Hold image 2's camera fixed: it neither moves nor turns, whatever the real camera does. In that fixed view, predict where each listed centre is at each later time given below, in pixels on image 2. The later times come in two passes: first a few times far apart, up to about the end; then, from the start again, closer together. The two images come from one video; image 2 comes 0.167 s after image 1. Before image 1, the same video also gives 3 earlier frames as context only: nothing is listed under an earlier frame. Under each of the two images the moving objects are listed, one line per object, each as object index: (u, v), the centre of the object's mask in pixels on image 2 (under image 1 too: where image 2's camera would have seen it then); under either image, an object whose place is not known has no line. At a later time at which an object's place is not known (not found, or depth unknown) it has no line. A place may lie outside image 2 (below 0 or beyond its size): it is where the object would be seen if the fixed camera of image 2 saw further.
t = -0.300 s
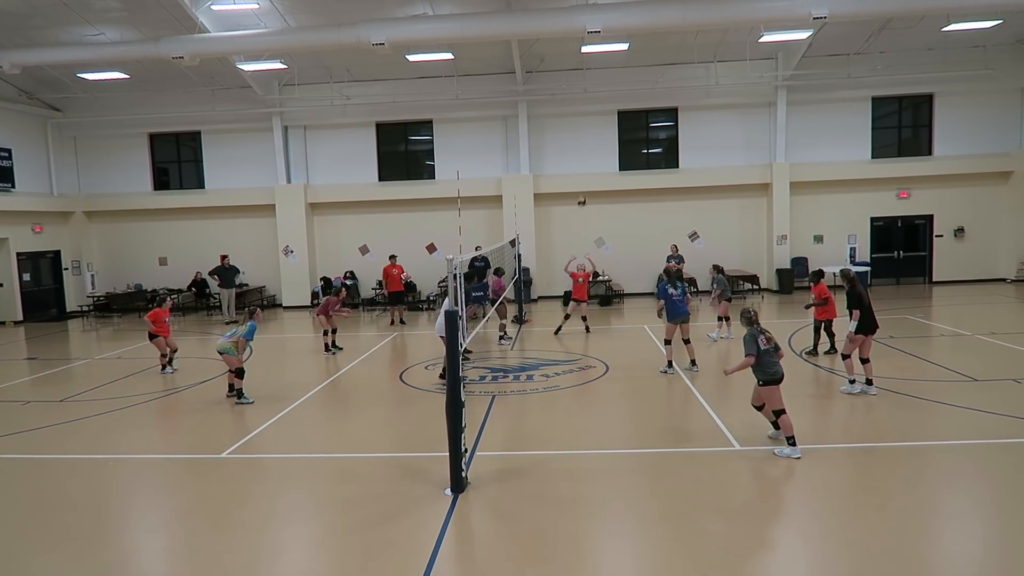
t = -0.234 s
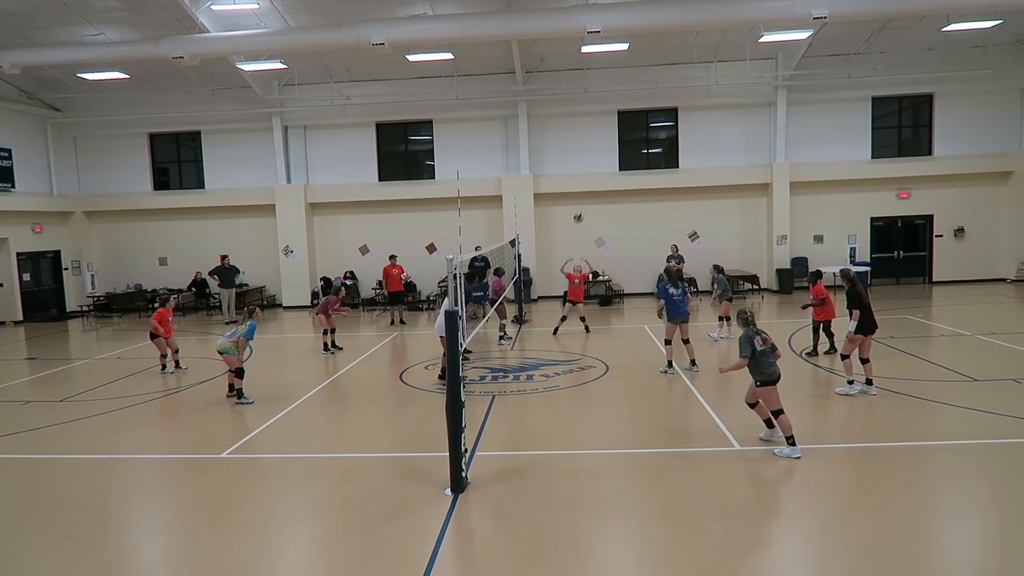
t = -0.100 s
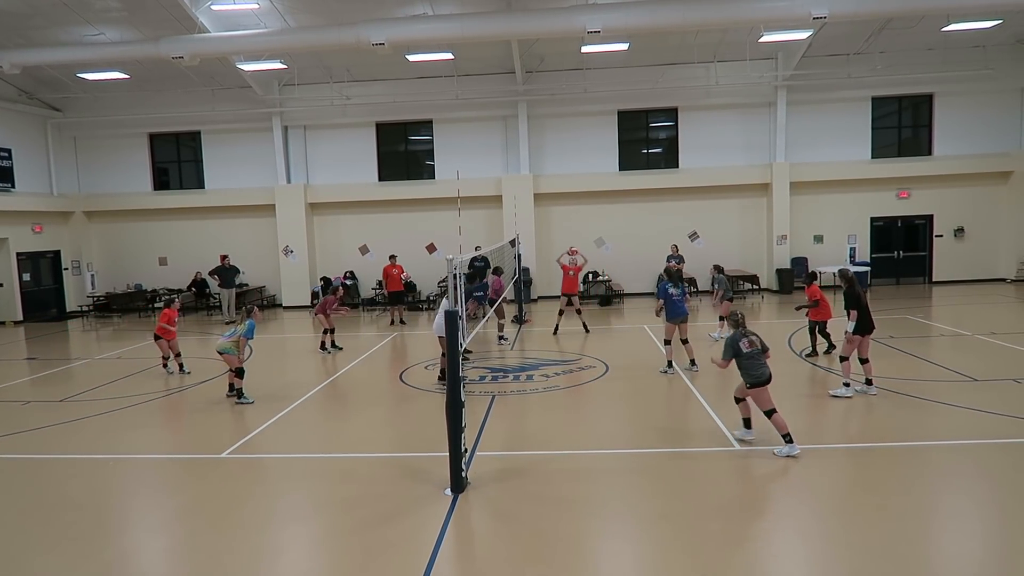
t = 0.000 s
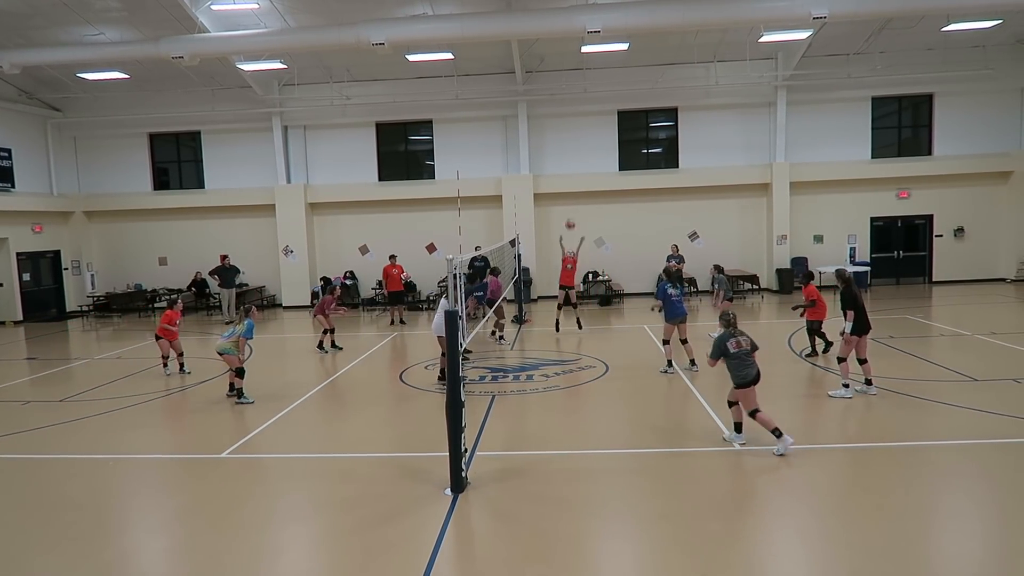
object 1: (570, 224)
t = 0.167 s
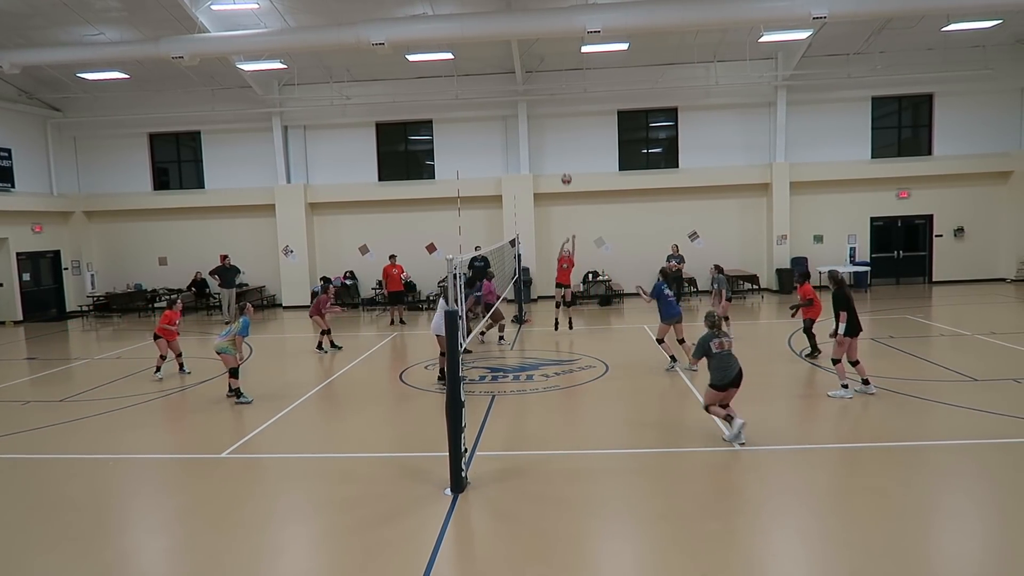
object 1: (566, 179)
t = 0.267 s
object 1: (564, 157)
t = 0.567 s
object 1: (556, 119)
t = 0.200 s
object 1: (565, 171)
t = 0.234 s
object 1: (565, 164)
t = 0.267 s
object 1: (564, 157)
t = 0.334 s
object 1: (562, 145)
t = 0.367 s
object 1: (561, 140)
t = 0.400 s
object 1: (560, 135)
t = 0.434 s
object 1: (559, 131)
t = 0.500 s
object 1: (558, 123)
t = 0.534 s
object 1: (557, 121)
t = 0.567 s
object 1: (556, 119)
